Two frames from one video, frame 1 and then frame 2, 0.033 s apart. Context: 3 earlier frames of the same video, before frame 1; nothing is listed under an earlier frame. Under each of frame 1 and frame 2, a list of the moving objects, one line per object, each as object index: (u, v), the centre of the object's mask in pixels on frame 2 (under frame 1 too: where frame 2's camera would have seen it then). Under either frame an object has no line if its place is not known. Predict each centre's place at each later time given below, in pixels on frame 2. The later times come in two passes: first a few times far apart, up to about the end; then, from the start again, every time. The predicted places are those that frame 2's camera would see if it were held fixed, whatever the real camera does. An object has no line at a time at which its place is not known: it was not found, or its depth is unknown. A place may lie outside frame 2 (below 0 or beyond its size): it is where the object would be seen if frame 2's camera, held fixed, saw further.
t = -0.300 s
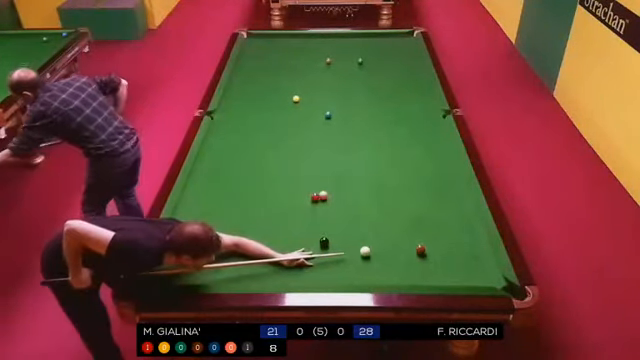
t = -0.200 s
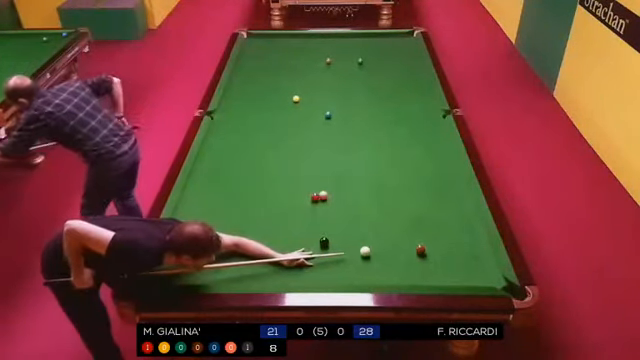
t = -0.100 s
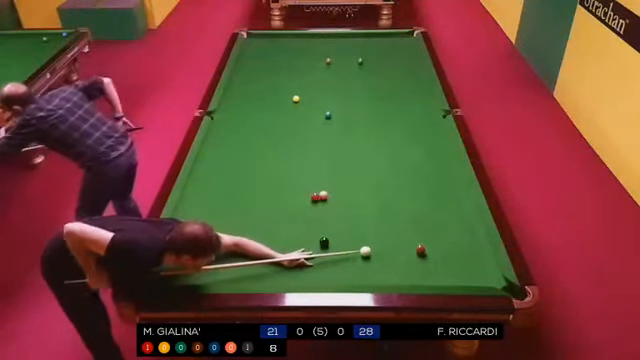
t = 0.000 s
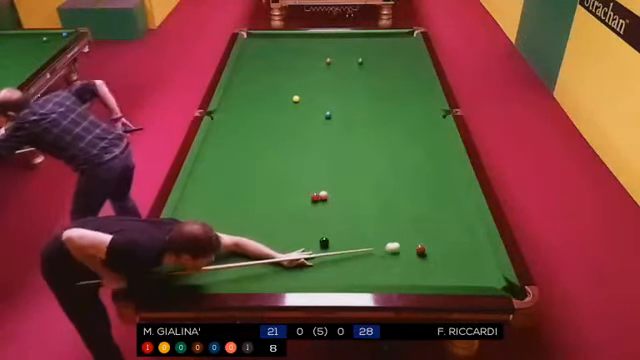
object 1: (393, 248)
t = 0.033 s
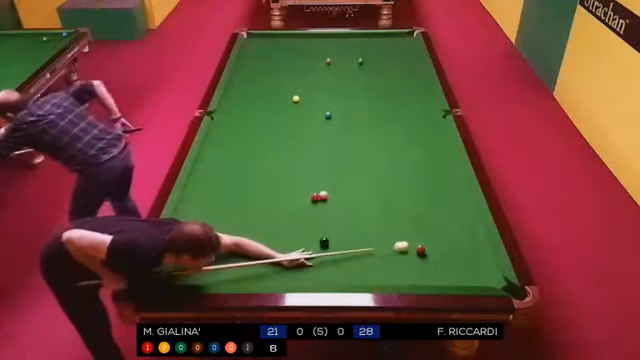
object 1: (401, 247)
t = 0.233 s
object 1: (426, 232)
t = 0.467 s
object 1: (446, 216)
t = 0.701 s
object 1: (465, 201)
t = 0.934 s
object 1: (454, 188)
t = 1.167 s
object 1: (437, 176)
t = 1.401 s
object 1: (422, 165)
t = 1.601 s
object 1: (409, 157)
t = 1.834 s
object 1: (397, 148)
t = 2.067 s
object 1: (385, 139)
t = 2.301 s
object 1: (375, 132)
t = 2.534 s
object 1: (365, 125)
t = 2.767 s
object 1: (356, 119)
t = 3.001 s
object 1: (348, 113)
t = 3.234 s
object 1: (341, 108)
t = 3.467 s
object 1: (334, 103)
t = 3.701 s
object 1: (328, 98)
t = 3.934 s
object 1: (323, 94)
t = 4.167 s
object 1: (317, 90)
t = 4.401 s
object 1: (312, 87)
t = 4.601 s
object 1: (308, 85)
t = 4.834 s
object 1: (304, 82)
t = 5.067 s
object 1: (300, 79)
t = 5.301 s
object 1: (297, 77)
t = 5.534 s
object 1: (294, 75)
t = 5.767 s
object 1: (291, 73)
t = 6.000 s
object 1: (289, 72)
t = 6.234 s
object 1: (287, 71)
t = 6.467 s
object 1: (285, 69)
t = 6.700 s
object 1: (283, 69)
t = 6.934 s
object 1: (282, 68)
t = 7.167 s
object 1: (281, 68)
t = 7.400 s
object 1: (281, 68)
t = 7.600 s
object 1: (281, 68)
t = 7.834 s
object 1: (281, 68)
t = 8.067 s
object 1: (281, 68)
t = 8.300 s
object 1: (281, 68)
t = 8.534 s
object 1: (281, 68)
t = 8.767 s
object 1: (281, 68)
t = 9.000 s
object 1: (281, 68)
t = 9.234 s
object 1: (281, 68)
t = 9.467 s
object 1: (281, 68)
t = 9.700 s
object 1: (281, 68)
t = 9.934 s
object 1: (281, 68)
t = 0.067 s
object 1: (409, 245)
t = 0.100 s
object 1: (414, 243)
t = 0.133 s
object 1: (417, 240)
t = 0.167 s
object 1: (420, 237)
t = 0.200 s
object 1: (423, 235)
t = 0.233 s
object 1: (426, 232)
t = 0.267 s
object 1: (429, 230)
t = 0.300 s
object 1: (432, 228)
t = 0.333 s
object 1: (435, 225)
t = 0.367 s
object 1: (438, 223)
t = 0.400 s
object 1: (441, 221)
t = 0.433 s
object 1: (443, 218)
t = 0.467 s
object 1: (446, 216)
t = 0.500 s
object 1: (449, 214)
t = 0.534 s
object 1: (452, 212)
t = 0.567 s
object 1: (454, 210)
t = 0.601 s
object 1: (457, 208)
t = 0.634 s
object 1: (459, 206)
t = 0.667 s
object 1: (462, 204)
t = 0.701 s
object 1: (465, 201)
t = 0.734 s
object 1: (467, 199)
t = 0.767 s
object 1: (469, 197)
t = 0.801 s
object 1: (465, 195)
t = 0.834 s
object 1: (462, 194)
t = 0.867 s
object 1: (459, 191)
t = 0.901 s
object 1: (457, 190)
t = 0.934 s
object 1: (454, 188)
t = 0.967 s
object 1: (452, 186)
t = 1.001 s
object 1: (449, 184)
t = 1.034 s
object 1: (447, 183)
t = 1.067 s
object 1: (444, 181)
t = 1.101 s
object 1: (442, 179)
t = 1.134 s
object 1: (440, 178)
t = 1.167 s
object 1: (437, 176)
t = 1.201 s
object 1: (435, 174)
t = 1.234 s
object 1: (432, 173)
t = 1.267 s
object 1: (430, 171)
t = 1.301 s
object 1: (428, 170)
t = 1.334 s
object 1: (426, 168)
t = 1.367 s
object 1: (424, 167)
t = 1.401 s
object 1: (422, 165)
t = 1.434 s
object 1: (420, 164)
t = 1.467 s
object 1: (418, 162)
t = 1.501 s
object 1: (415, 161)
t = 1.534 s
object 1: (413, 160)
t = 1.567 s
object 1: (411, 158)
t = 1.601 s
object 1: (409, 157)
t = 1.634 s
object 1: (408, 155)
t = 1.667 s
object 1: (406, 154)
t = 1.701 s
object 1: (404, 153)
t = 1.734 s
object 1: (402, 152)
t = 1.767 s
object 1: (401, 150)
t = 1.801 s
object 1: (399, 149)
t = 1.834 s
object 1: (397, 148)
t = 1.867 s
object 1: (395, 146)
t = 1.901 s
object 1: (393, 145)
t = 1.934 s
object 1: (392, 144)
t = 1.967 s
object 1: (390, 143)
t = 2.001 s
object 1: (388, 141)
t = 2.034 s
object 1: (387, 141)
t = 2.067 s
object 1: (385, 139)
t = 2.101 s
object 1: (384, 138)
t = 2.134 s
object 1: (382, 137)
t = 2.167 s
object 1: (380, 136)
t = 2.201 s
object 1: (379, 135)
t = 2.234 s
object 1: (378, 134)
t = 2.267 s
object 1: (376, 133)
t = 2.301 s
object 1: (375, 132)
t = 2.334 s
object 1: (373, 131)
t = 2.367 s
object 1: (372, 130)
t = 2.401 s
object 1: (371, 129)
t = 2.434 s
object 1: (369, 128)
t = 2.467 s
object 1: (368, 127)
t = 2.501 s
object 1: (367, 126)
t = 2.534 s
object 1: (365, 125)
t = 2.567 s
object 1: (364, 124)
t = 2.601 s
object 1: (363, 123)
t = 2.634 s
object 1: (361, 122)
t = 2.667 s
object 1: (360, 121)
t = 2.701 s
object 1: (359, 120)
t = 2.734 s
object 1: (358, 119)
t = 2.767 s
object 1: (356, 119)
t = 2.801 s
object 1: (355, 118)
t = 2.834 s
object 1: (354, 117)
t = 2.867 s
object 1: (353, 116)
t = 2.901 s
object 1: (352, 115)
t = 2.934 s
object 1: (351, 115)
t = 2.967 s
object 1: (349, 114)
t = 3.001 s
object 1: (348, 113)
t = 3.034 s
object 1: (347, 112)
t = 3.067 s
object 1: (346, 111)
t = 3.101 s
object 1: (345, 111)
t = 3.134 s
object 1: (344, 110)
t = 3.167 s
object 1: (343, 109)
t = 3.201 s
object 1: (342, 108)
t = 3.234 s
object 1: (341, 108)
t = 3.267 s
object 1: (340, 107)
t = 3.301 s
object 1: (339, 106)
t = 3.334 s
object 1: (338, 105)
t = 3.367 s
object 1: (337, 105)
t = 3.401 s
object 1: (336, 104)
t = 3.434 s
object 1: (335, 104)
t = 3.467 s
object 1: (334, 103)
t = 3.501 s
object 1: (333, 102)
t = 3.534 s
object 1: (333, 101)
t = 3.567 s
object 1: (331, 101)
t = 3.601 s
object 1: (331, 100)
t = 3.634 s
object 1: (330, 100)
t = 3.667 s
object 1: (329, 99)
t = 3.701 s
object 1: (328, 98)
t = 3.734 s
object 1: (327, 98)
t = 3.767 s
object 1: (326, 97)
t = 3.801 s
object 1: (325, 97)
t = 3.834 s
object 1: (325, 96)
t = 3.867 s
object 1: (324, 95)
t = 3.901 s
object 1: (323, 95)
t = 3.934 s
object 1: (323, 94)
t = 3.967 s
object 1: (322, 94)
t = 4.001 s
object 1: (321, 93)
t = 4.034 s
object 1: (320, 93)
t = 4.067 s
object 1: (320, 92)
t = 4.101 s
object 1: (319, 91)
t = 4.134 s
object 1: (318, 91)
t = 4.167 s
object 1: (317, 90)
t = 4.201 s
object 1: (316, 90)
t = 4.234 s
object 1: (315, 90)
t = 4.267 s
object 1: (315, 89)
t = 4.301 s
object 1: (314, 89)
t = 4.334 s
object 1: (313, 88)
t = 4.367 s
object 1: (313, 87)
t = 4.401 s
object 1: (312, 87)
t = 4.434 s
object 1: (311, 87)
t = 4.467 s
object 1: (311, 86)
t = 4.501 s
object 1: (310, 86)
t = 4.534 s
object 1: (309, 85)
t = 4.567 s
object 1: (309, 85)
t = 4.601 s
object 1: (308, 85)
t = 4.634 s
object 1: (308, 84)
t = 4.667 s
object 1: (307, 84)
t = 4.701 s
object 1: (306, 83)
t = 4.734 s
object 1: (306, 83)
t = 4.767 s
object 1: (305, 83)
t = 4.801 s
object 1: (305, 82)
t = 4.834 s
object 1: (304, 82)
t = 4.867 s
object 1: (304, 82)
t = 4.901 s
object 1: (303, 81)
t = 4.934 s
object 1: (303, 81)
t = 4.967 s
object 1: (302, 80)
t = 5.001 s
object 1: (301, 80)
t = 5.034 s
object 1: (301, 80)
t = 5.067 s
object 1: (300, 79)
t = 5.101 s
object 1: (300, 79)
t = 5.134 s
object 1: (299, 79)
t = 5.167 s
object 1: (299, 79)
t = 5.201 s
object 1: (298, 78)
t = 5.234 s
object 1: (298, 78)
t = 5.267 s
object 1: (297, 77)
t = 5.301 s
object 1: (297, 77)
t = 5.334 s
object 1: (297, 77)
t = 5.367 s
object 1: (296, 76)
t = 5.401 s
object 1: (296, 76)
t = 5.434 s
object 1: (295, 76)
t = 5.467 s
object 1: (295, 76)
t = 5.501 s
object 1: (294, 75)
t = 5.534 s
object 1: (294, 75)
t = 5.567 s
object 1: (293, 75)
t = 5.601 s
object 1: (293, 74)
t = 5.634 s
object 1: (293, 74)
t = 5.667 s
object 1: (292, 74)
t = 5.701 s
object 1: (292, 74)
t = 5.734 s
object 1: (292, 74)
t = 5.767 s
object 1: (291, 73)
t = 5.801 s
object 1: (291, 73)
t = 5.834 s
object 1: (290, 73)
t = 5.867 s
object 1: (290, 72)
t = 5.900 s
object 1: (290, 72)
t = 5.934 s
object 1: (290, 72)
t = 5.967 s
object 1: (289, 72)
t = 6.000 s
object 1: (289, 72)
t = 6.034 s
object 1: (288, 72)
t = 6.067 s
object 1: (288, 71)
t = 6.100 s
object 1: (288, 71)
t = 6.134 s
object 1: (287, 71)
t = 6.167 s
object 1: (287, 71)
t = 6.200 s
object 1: (287, 71)
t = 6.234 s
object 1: (287, 71)
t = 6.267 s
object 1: (287, 71)
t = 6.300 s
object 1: (286, 70)
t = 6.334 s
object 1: (286, 70)
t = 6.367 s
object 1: (285, 70)
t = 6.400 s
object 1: (285, 70)
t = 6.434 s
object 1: (285, 70)
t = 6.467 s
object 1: (285, 69)
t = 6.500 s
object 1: (284, 69)
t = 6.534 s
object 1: (284, 69)
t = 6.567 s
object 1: (284, 69)
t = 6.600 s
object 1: (284, 69)
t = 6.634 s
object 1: (284, 69)
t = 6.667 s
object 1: (283, 69)
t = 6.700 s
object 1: (283, 69)
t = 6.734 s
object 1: (283, 69)
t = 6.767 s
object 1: (283, 68)
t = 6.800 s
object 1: (283, 68)
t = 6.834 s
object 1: (283, 68)
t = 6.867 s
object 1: (282, 68)
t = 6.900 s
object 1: (282, 68)
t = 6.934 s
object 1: (282, 68)
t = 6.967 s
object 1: (282, 68)
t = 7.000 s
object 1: (282, 68)
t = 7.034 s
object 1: (282, 68)
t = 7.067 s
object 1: (282, 68)
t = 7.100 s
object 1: (282, 68)
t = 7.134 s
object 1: (281, 68)
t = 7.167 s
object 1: (281, 68)
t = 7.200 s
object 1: (281, 68)
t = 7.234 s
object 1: (281, 68)
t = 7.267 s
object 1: (281, 68)
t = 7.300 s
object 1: (281, 68)
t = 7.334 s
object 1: (281, 68)
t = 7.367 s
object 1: (281, 68)
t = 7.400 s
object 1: (281, 68)
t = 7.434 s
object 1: (281, 68)
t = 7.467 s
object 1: (281, 68)
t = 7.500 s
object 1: (281, 68)
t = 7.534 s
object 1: (281, 68)
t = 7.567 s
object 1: (281, 68)
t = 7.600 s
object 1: (281, 68)
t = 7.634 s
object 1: (281, 68)
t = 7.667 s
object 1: (281, 68)
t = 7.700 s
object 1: (281, 68)
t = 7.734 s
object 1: (281, 68)
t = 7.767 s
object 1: (281, 68)
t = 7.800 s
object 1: (281, 68)
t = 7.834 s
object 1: (281, 68)
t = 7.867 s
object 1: (281, 68)
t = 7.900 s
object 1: (281, 68)
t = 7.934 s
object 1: (281, 68)
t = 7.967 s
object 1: (281, 68)
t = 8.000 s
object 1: (281, 68)
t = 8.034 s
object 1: (281, 68)
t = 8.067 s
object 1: (281, 68)
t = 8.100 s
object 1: (281, 68)
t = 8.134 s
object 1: (281, 68)
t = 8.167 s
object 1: (281, 68)
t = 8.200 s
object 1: (281, 68)
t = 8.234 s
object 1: (281, 68)
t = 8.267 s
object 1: (281, 68)
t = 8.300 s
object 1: (281, 68)
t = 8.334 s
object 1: (281, 68)
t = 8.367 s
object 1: (281, 68)
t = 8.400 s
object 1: (281, 68)
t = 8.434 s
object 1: (281, 68)
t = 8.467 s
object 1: (281, 68)
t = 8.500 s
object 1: (281, 68)
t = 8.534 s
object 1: (281, 68)
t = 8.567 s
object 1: (281, 68)
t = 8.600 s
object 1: (281, 68)
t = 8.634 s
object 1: (281, 68)
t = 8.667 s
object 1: (281, 68)
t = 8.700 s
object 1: (281, 68)
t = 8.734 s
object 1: (281, 68)
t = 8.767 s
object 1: (281, 68)
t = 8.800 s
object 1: (281, 68)
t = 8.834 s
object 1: (281, 68)
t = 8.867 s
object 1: (281, 68)
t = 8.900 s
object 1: (281, 68)
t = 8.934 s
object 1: (281, 68)
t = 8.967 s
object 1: (281, 68)
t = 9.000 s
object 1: (281, 68)
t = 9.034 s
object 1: (281, 68)
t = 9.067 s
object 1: (281, 68)
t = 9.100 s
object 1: (281, 68)
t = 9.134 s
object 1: (281, 68)
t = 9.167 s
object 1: (281, 68)
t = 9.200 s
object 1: (281, 68)
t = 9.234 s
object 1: (281, 68)
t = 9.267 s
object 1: (281, 68)
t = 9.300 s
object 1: (281, 68)
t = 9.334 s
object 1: (281, 68)
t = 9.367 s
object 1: (281, 68)
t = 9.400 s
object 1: (281, 68)
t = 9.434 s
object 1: (281, 68)
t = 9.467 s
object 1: (281, 68)
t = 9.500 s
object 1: (281, 68)
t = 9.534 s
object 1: (281, 68)
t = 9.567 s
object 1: (281, 68)
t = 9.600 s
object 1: (281, 68)
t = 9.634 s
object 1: (281, 68)
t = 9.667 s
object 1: (281, 68)
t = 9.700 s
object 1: (281, 68)
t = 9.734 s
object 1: (281, 68)
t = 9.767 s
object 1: (281, 68)
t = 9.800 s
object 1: (281, 68)
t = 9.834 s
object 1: (281, 68)
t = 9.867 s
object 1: (281, 68)
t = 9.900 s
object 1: (281, 68)
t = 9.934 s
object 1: (281, 68)
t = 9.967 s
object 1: (281, 68)
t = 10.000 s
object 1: (281, 68)
